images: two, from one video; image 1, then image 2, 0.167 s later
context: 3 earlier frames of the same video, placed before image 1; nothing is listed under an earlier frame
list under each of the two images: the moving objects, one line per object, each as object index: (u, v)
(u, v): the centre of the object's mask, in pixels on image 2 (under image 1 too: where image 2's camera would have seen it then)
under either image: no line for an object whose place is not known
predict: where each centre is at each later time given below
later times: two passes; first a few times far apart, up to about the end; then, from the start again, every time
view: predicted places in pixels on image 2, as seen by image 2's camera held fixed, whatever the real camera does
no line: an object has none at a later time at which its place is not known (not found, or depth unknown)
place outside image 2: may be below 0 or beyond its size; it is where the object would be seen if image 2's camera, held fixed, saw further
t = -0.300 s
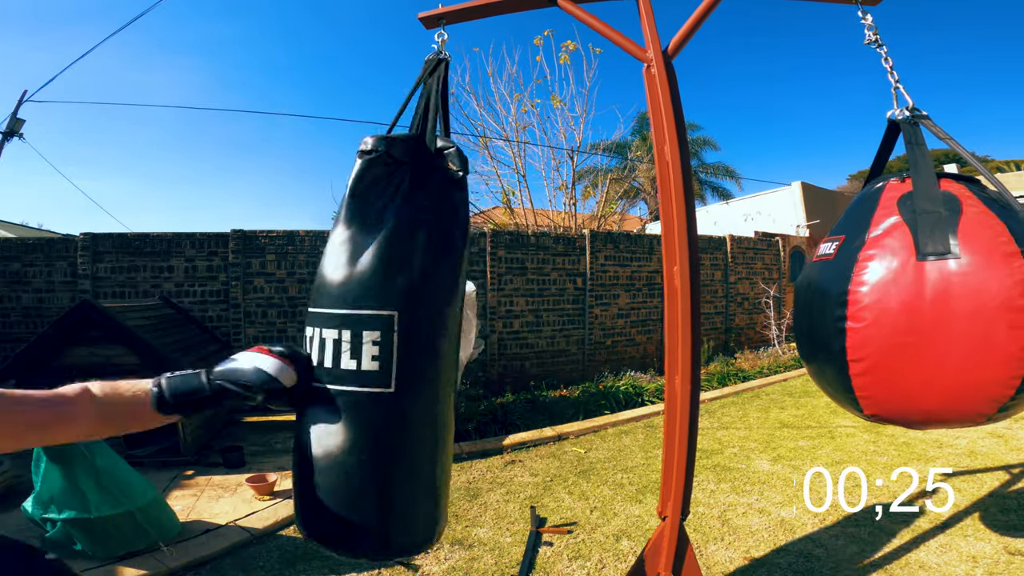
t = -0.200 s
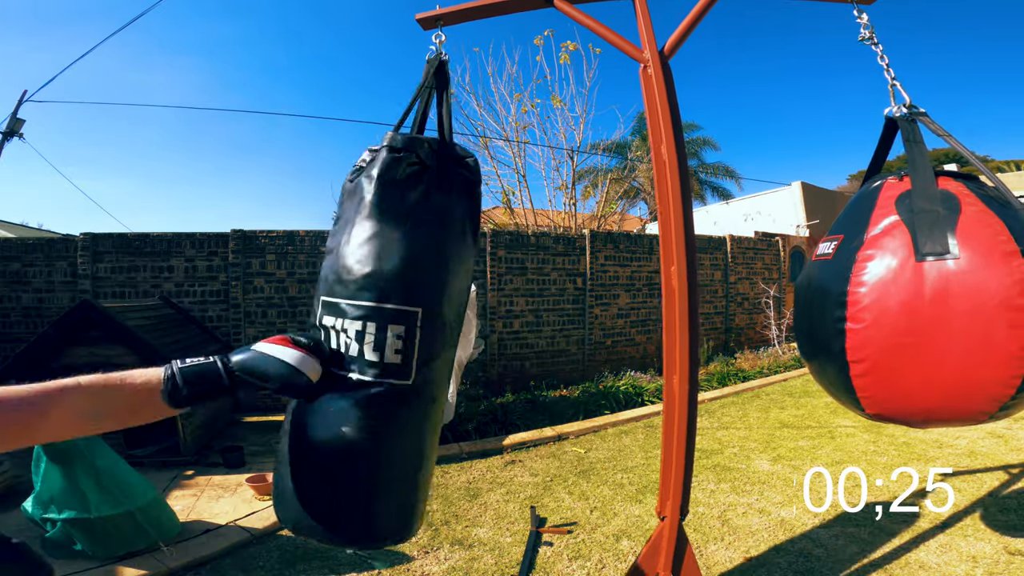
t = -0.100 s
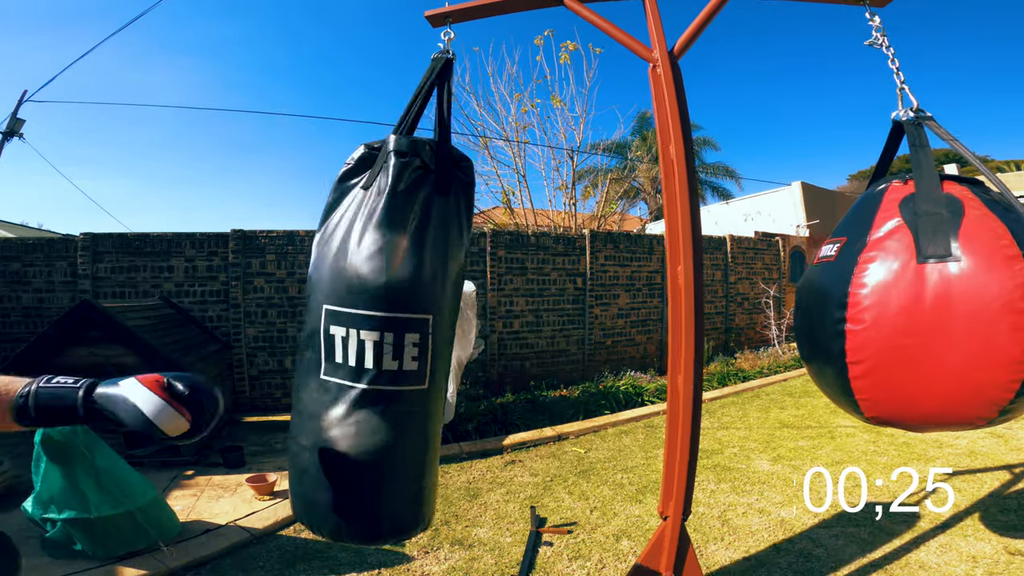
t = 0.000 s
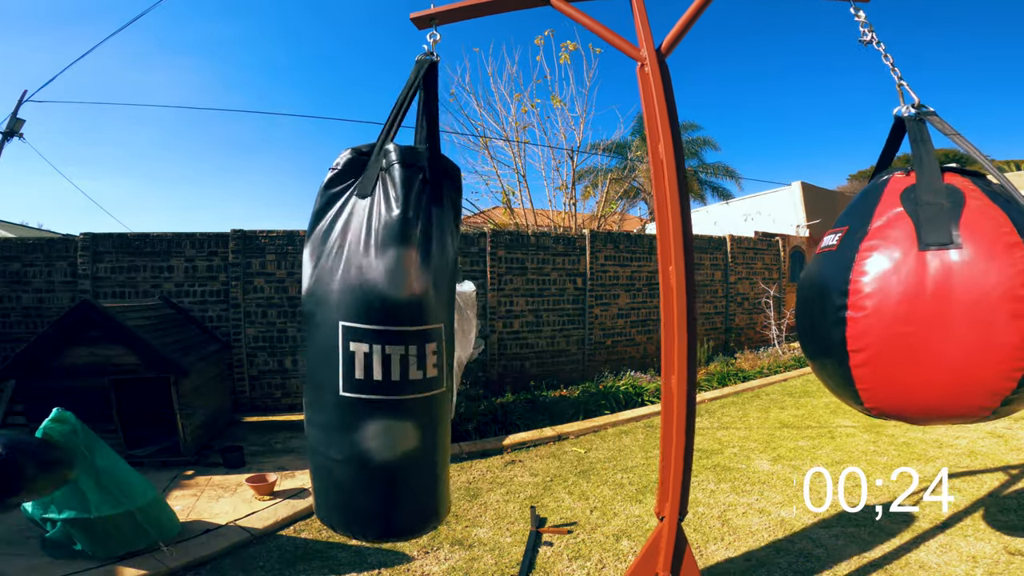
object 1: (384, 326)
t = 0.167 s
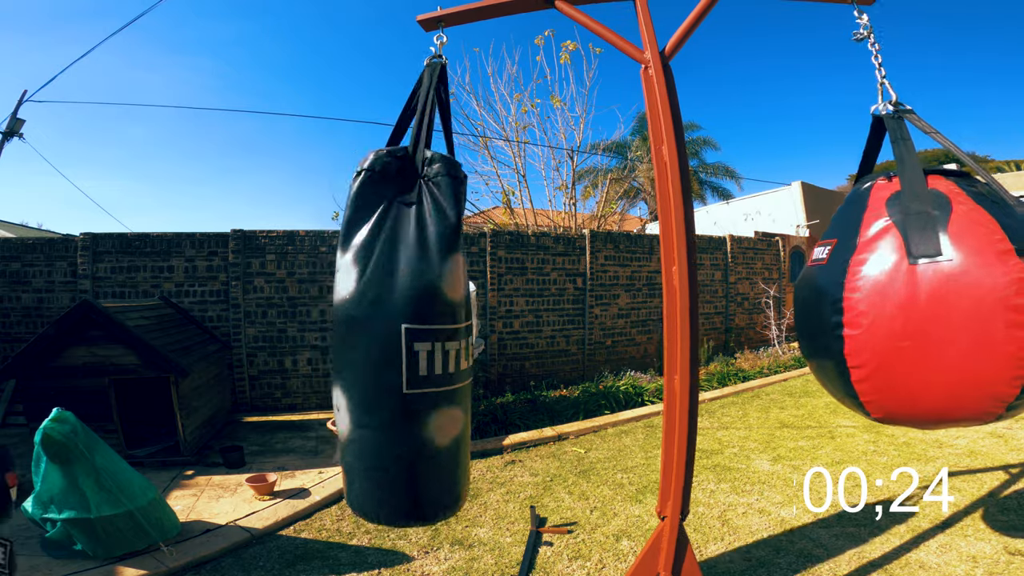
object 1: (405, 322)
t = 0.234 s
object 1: (418, 316)
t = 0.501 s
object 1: (451, 305)
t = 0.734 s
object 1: (473, 302)
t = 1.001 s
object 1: (480, 309)
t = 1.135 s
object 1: (474, 316)
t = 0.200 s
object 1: (412, 319)
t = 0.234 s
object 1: (418, 316)
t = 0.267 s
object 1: (423, 315)
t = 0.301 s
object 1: (428, 313)
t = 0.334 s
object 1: (432, 312)
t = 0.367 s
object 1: (436, 311)
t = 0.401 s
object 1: (440, 310)
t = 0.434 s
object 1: (443, 309)
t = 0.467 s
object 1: (447, 307)
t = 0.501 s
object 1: (451, 305)
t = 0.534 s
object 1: (455, 304)
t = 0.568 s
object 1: (459, 303)
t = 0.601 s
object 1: (462, 303)
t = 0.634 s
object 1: (464, 302)
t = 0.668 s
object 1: (467, 302)
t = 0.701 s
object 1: (470, 301)
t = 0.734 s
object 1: (473, 302)
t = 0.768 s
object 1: (475, 302)
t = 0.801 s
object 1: (477, 303)
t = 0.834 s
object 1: (478, 303)
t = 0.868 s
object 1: (479, 305)
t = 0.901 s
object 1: (479, 306)
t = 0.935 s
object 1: (480, 307)
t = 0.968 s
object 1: (480, 308)
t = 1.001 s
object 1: (480, 309)
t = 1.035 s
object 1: (479, 311)
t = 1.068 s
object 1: (478, 312)
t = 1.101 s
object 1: (477, 314)
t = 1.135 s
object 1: (474, 316)
